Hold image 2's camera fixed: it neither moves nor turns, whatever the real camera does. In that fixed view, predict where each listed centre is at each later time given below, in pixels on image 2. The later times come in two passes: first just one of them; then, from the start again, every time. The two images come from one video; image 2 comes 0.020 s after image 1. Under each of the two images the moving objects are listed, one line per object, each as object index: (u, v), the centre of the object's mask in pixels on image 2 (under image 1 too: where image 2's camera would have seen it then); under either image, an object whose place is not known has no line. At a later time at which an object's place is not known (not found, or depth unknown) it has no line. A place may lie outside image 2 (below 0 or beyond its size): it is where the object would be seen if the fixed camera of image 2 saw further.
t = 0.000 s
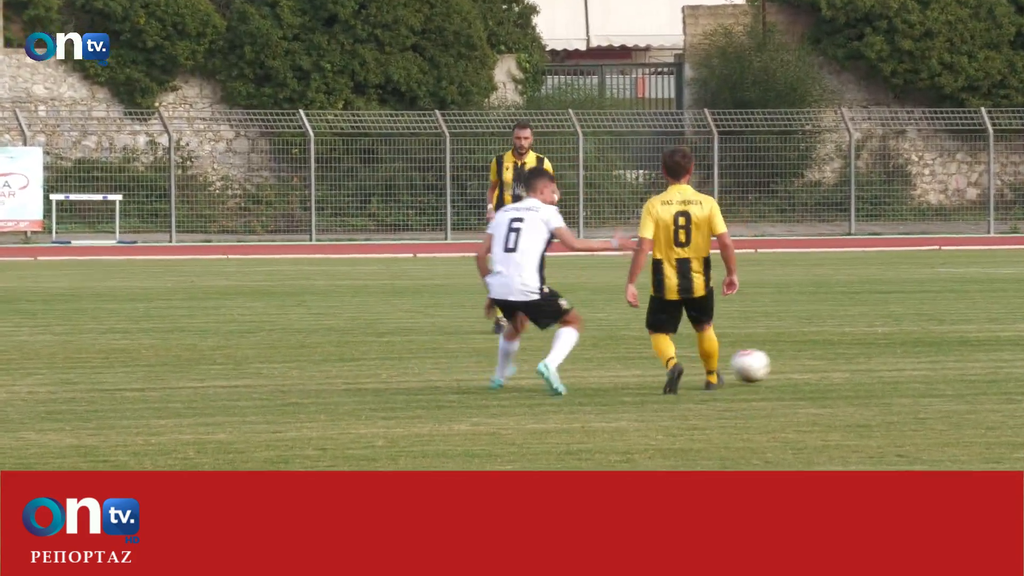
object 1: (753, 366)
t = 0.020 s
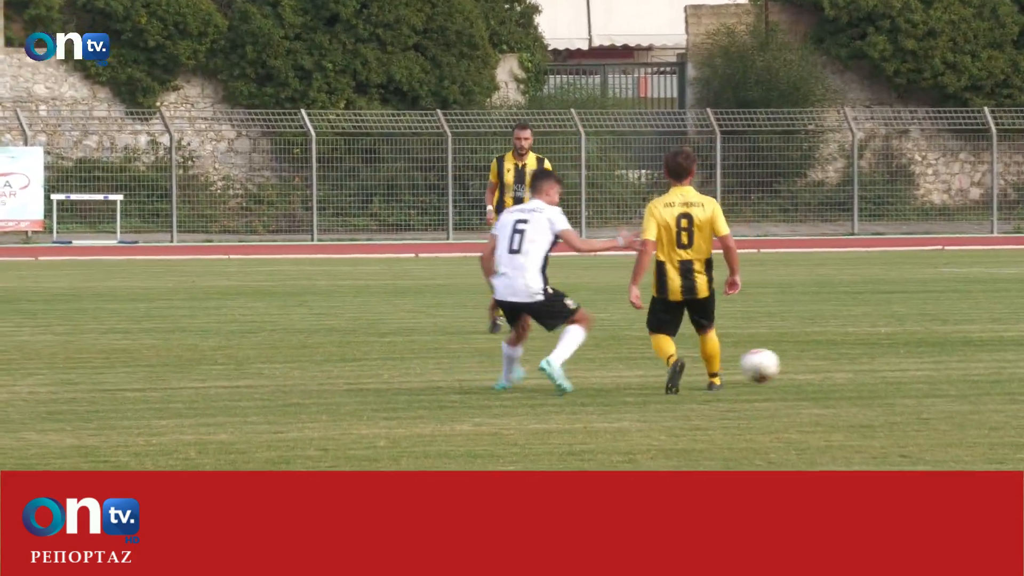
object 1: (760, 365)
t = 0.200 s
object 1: (811, 357)
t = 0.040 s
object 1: (766, 365)
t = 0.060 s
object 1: (773, 365)
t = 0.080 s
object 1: (779, 365)
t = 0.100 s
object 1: (785, 363)
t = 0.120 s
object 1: (791, 361)
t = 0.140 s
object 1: (797, 361)
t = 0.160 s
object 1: (801, 359)
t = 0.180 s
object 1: (807, 358)
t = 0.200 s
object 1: (811, 357)
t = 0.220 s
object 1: (816, 356)
